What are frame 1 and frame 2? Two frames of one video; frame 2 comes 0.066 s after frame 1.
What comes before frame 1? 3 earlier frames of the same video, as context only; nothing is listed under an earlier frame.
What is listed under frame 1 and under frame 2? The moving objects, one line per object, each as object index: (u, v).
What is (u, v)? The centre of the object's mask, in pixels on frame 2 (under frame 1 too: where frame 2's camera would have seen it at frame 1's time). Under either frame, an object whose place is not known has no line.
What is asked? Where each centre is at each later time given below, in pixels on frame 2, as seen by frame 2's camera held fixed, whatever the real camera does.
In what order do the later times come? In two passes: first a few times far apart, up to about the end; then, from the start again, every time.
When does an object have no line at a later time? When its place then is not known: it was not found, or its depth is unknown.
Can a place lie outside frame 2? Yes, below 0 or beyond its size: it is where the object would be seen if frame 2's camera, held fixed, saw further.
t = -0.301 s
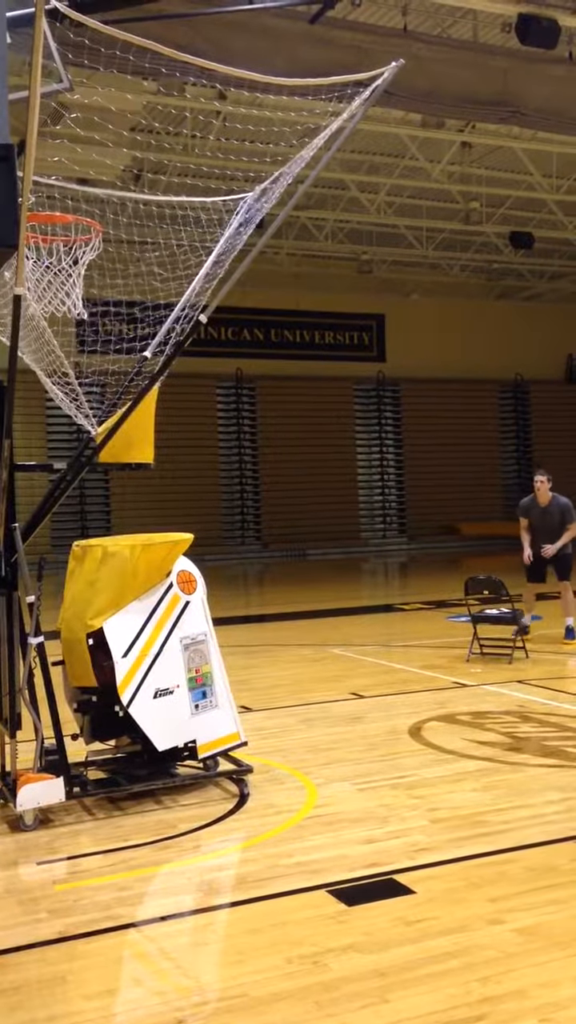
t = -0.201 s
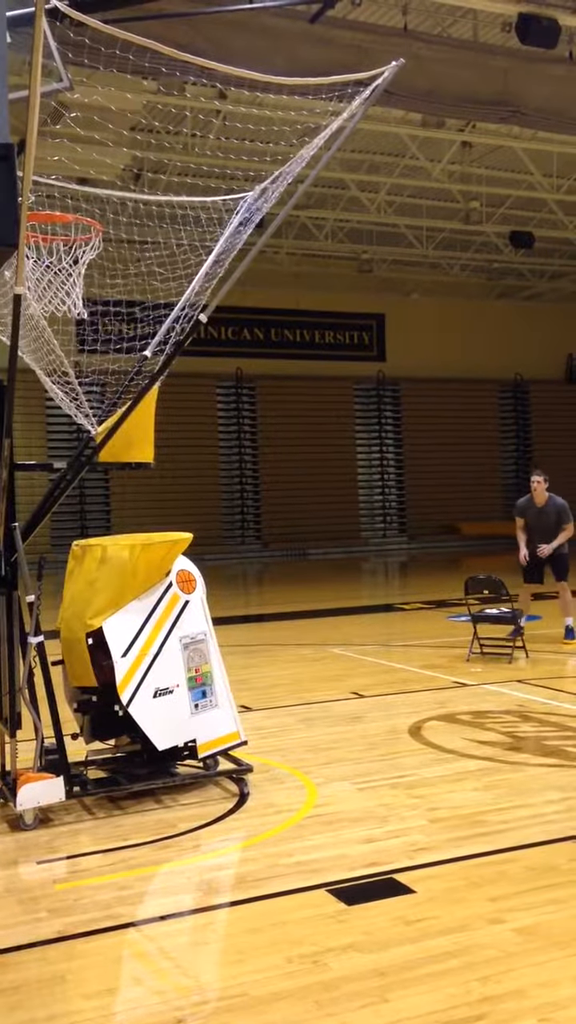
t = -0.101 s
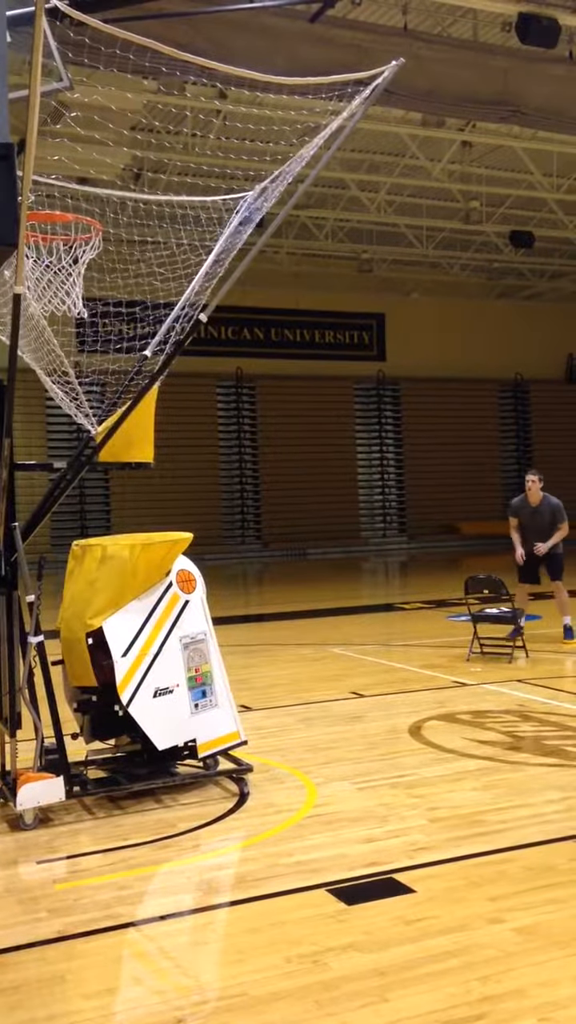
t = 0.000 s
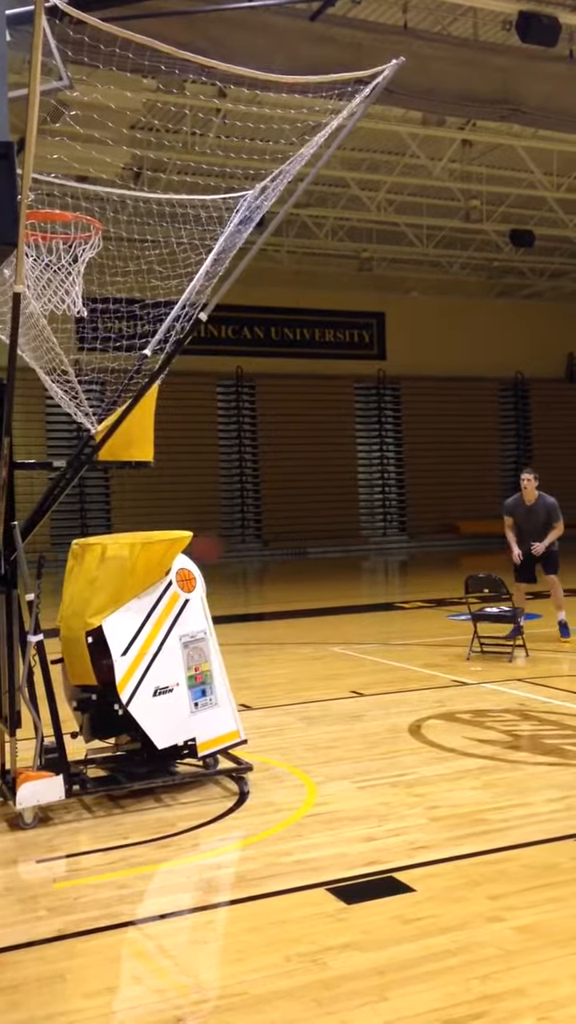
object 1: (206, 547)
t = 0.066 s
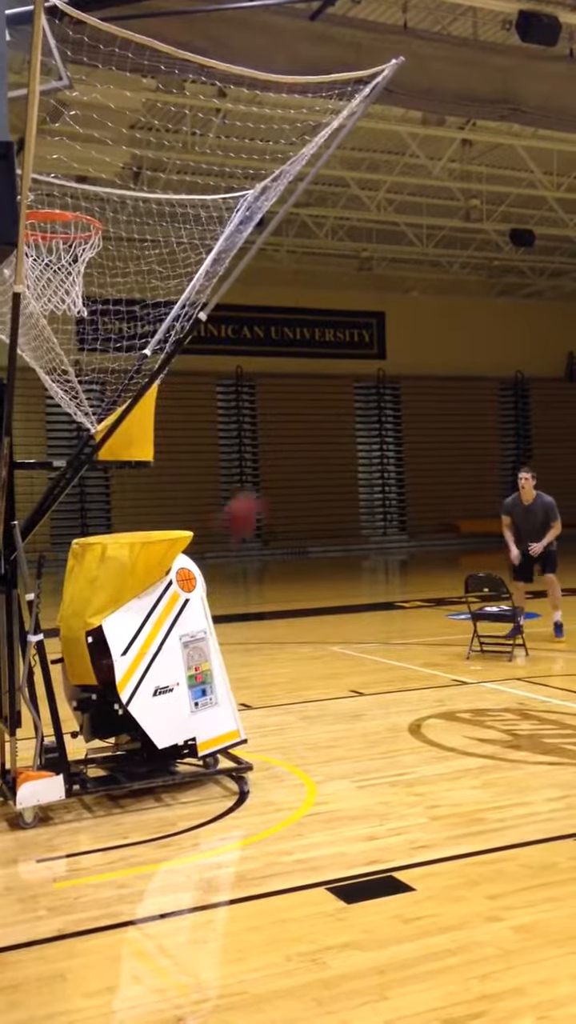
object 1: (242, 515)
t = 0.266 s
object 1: (350, 439)
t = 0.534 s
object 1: (449, 436)
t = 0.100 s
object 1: (264, 495)
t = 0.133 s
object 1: (282, 482)
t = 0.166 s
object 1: (301, 465)
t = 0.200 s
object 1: (319, 454)
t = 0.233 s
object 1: (334, 445)
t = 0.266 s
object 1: (350, 439)
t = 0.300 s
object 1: (362, 434)
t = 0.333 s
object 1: (376, 430)
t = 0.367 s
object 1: (390, 427)
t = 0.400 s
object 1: (403, 426)
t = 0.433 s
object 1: (415, 426)
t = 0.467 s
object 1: (427, 429)
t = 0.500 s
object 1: (437, 431)
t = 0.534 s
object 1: (449, 436)
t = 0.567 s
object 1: (459, 440)
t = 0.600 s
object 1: (469, 446)
